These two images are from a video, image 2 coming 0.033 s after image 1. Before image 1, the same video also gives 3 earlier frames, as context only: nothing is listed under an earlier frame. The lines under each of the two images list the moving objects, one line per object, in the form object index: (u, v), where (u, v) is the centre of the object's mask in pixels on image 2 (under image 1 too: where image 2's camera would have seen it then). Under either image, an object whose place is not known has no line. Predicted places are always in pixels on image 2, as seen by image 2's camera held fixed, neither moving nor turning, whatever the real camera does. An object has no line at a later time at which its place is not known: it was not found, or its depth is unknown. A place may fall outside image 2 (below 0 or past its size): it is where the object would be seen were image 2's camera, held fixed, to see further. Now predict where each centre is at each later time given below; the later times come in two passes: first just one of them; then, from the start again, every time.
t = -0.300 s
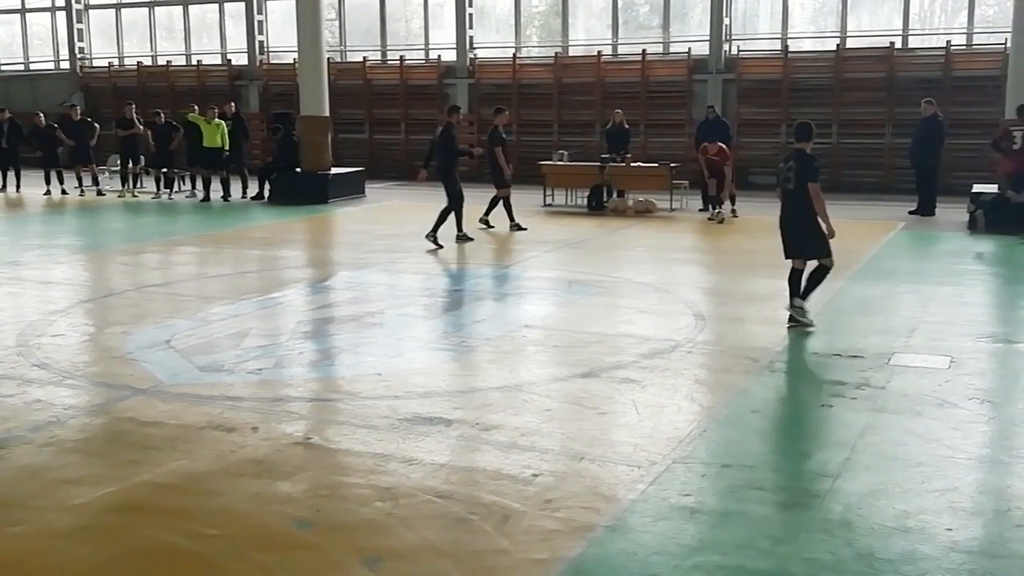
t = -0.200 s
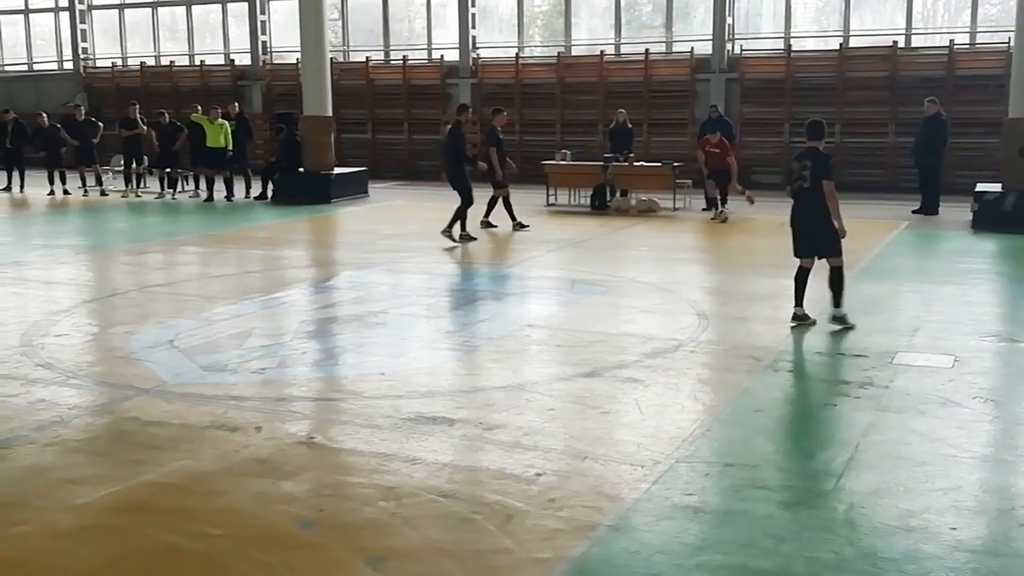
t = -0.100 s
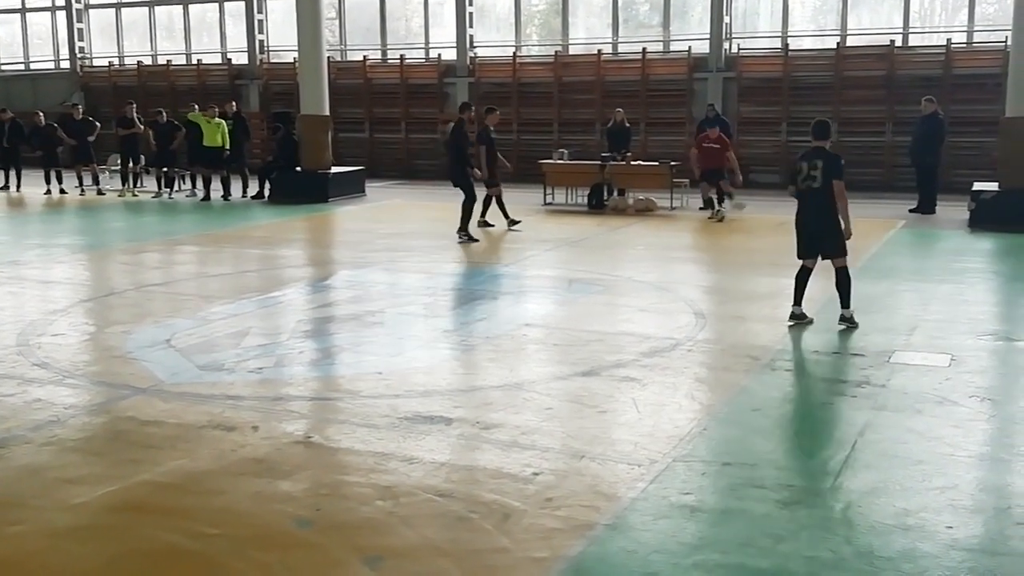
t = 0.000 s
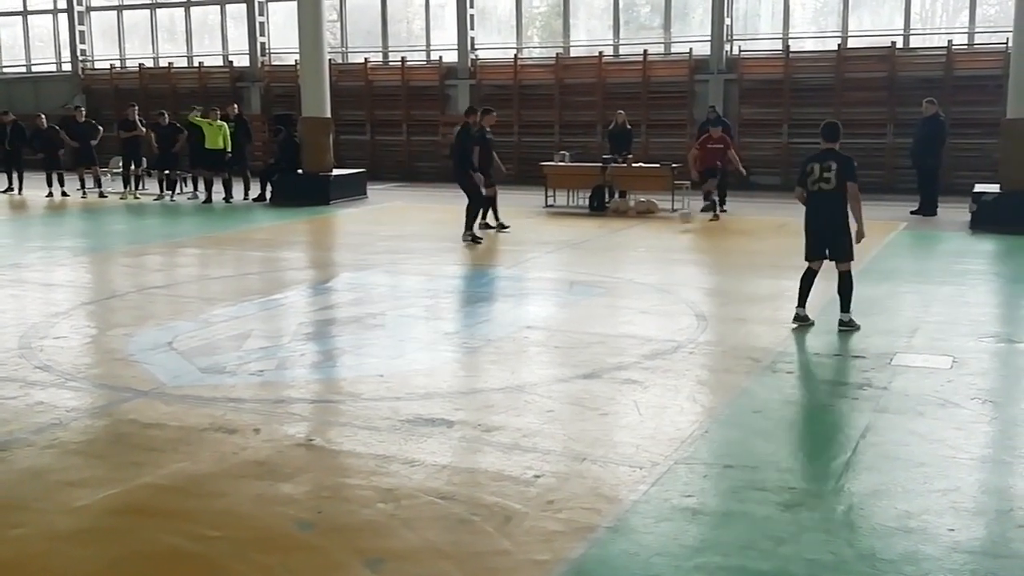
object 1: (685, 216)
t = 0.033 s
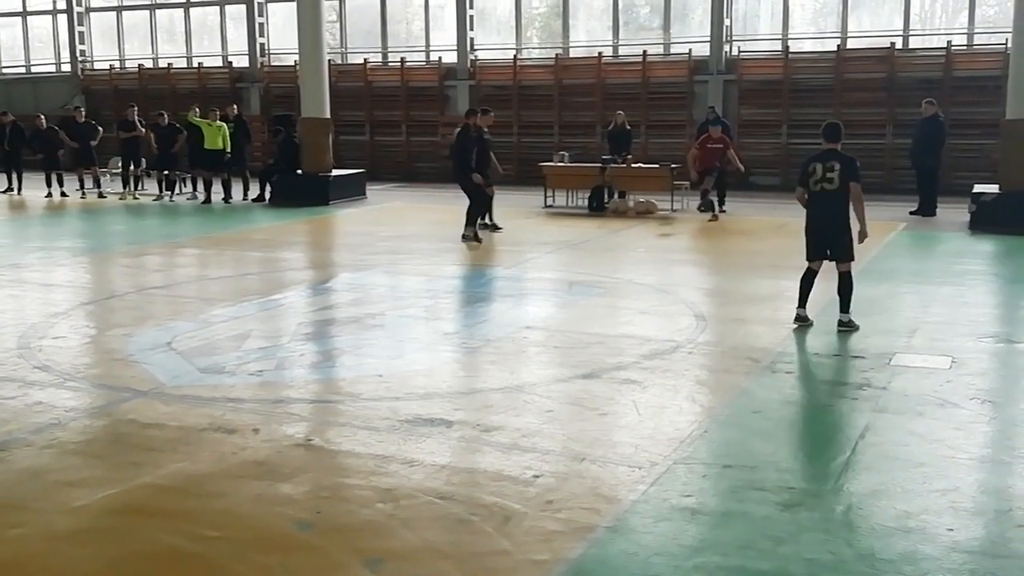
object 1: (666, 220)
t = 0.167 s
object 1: (573, 232)
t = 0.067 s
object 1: (644, 218)
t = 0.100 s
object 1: (622, 223)
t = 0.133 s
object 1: (598, 227)
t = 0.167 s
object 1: (573, 232)
